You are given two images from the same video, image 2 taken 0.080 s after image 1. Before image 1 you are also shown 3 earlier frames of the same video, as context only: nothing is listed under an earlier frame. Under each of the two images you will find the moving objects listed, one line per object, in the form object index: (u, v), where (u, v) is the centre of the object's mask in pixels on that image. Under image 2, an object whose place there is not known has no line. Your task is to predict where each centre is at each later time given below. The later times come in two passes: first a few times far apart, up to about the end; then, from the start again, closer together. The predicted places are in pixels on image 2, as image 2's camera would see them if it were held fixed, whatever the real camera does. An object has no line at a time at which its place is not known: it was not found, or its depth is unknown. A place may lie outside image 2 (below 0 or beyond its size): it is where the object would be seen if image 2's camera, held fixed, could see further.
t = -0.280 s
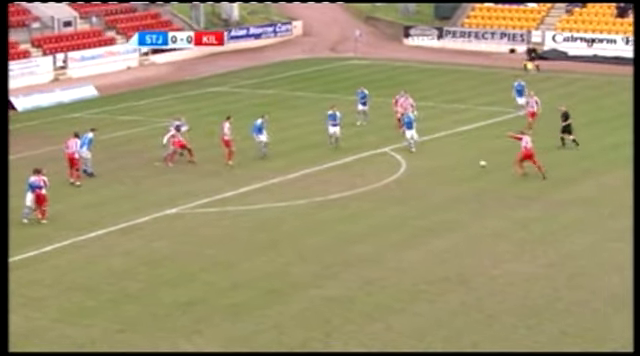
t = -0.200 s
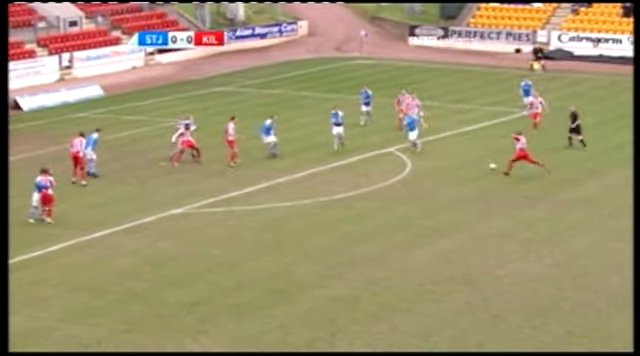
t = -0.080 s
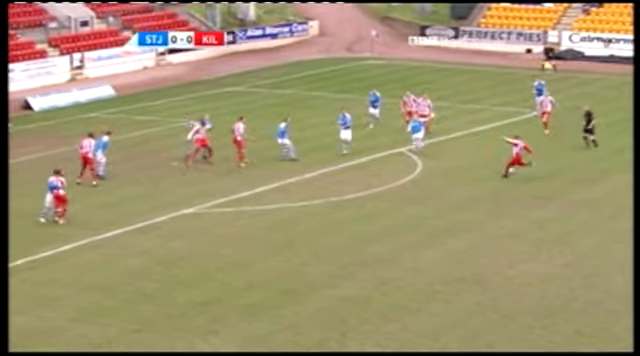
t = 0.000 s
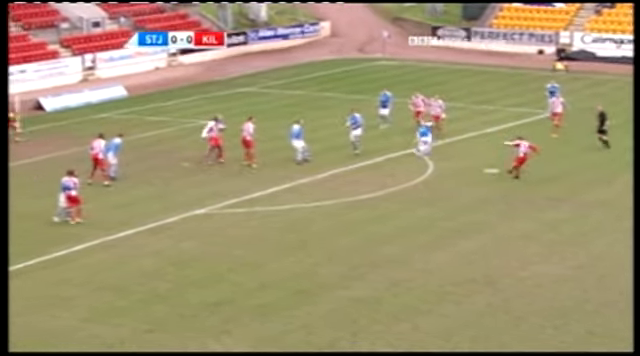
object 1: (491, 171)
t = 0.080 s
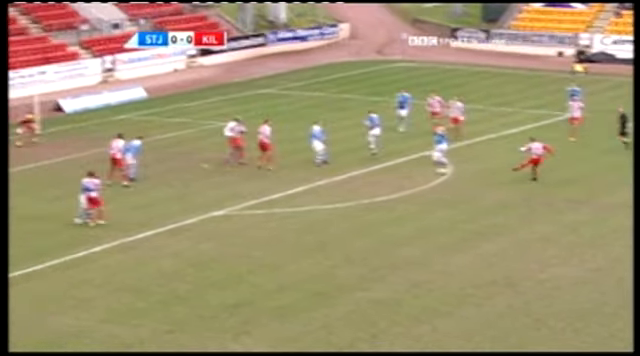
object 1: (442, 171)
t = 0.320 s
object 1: (263, 163)
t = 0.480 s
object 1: (158, 161)
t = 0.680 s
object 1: (43, 158)
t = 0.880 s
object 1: (-58, 156)
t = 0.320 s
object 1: (263, 163)
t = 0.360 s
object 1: (236, 161)
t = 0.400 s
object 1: (209, 160)
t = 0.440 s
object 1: (182, 161)
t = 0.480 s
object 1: (158, 161)
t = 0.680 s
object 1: (43, 158)
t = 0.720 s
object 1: (22, 158)
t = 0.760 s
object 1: (1, 157)
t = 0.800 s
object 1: (-19, 157)
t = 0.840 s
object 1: (-40, 157)
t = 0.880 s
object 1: (-58, 156)
